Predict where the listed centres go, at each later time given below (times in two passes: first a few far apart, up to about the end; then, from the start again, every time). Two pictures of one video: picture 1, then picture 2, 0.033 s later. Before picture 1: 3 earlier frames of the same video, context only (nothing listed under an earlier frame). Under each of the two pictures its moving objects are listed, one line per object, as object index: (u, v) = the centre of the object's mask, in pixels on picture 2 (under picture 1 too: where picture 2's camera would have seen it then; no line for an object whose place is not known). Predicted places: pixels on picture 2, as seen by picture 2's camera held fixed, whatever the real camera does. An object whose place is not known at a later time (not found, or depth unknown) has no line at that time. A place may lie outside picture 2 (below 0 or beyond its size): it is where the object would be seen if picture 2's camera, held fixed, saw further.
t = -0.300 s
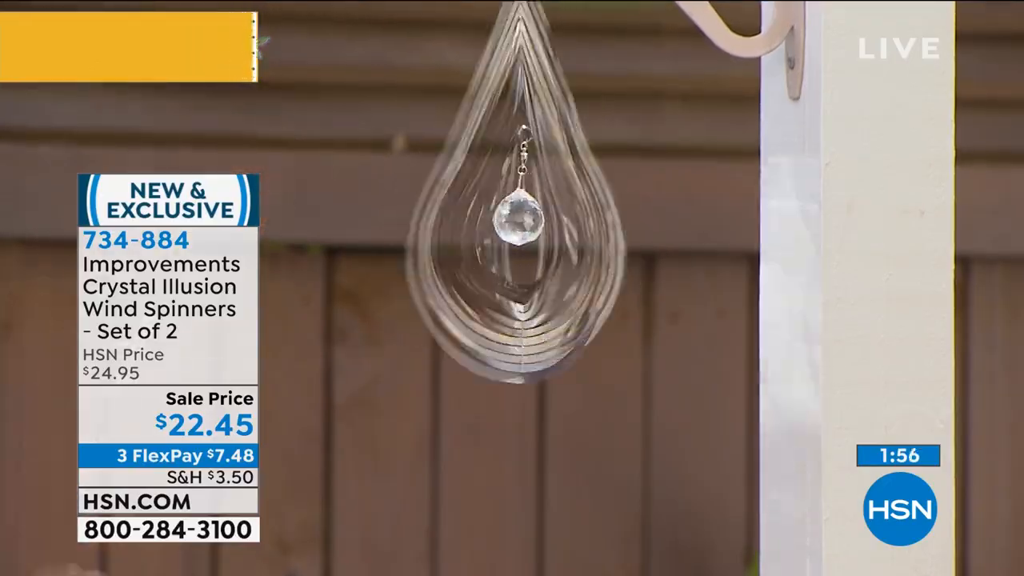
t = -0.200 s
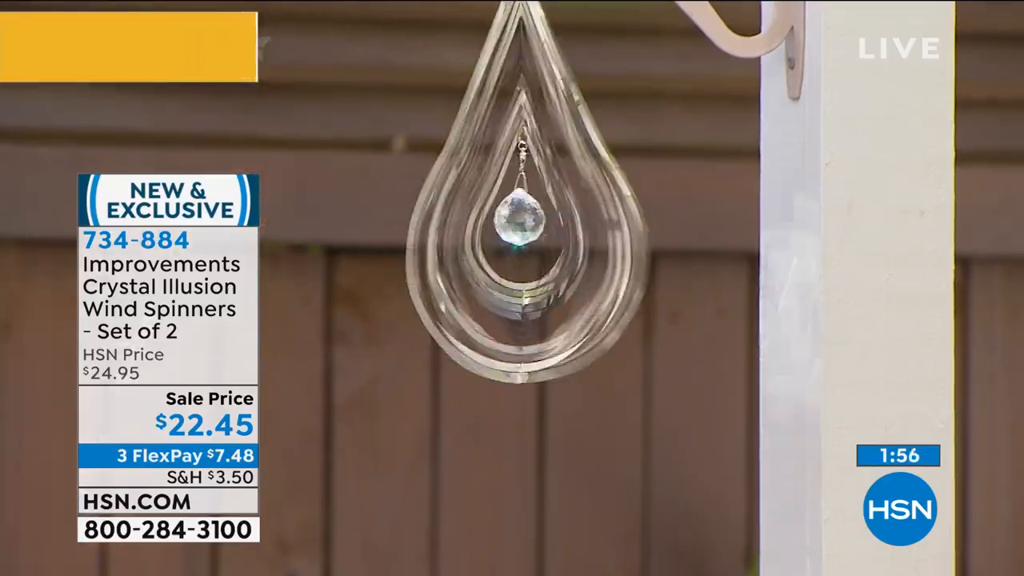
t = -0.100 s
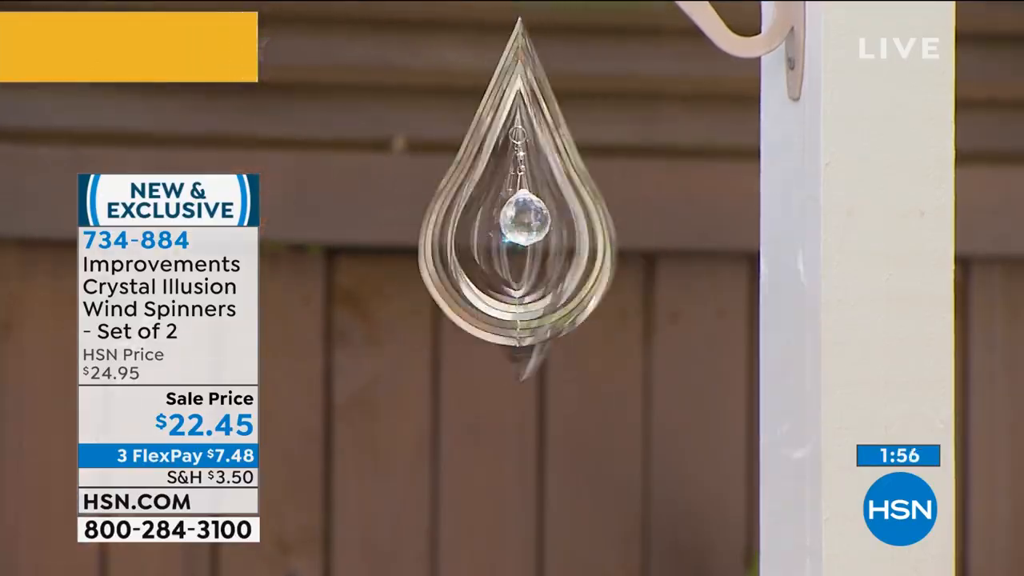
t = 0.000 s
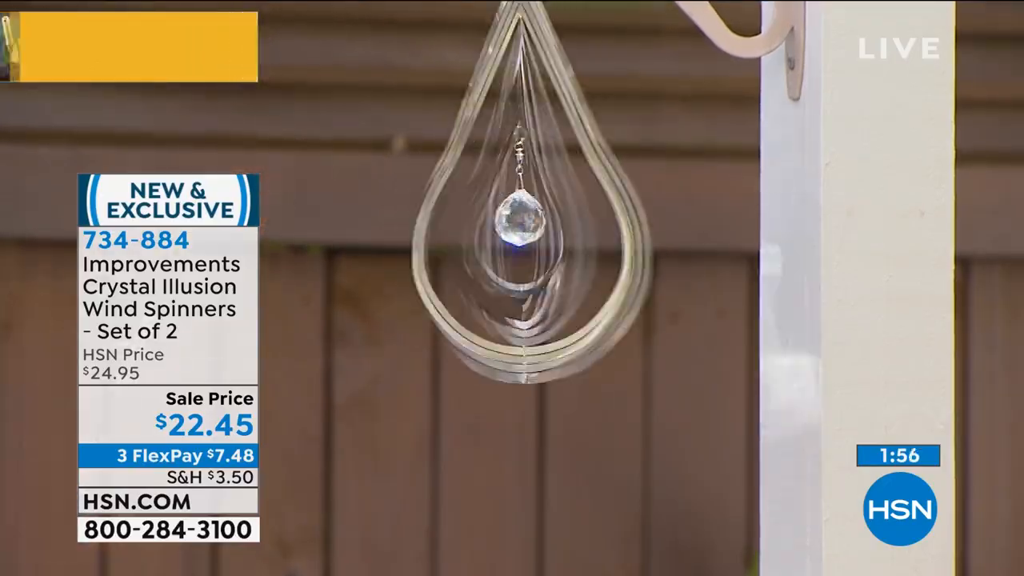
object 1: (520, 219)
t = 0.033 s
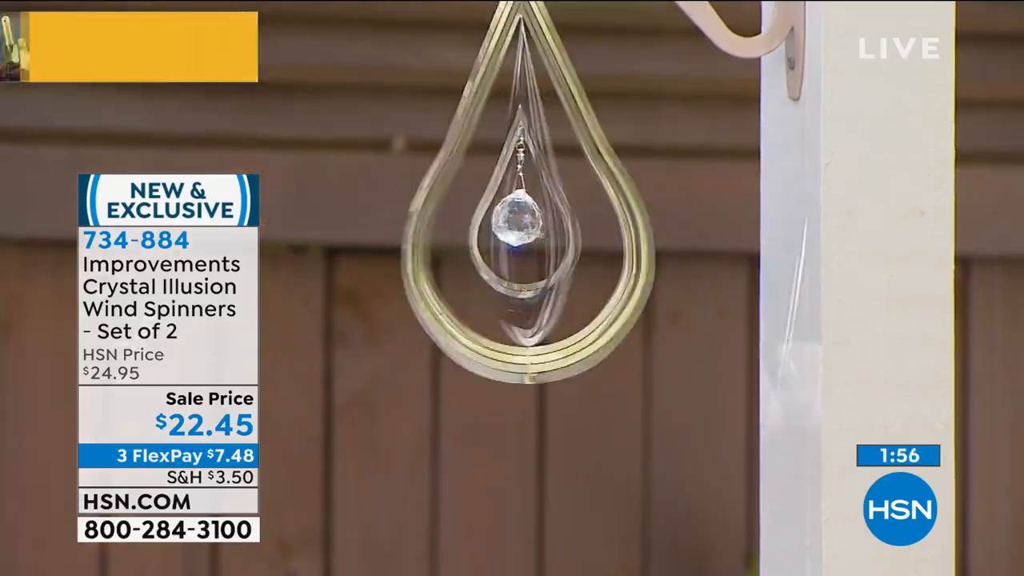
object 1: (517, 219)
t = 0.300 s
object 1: (530, 217)
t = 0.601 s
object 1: (510, 220)
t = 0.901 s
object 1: (520, 221)
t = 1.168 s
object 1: (526, 221)
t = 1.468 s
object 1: (521, 220)
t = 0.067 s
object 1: (515, 218)
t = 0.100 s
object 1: (514, 218)
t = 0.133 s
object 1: (515, 218)
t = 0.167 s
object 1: (518, 218)
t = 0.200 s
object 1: (522, 217)
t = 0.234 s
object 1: (526, 217)
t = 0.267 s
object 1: (529, 217)
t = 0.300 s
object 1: (530, 217)
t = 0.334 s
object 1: (529, 217)
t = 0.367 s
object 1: (525, 219)
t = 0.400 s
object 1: (521, 219)
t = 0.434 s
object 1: (516, 218)
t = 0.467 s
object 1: (511, 219)
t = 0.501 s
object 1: (507, 218)
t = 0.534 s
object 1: (506, 219)
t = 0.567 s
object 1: (507, 219)
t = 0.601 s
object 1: (510, 220)
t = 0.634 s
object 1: (515, 220)
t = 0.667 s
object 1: (519, 220)
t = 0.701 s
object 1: (523, 221)
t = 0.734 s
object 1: (525, 221)
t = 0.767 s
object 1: (525, 221)
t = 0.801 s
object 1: (524, 221)
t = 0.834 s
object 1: (522, 221)
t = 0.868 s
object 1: (520, 221)
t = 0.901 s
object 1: (520, 221)
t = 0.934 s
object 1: (520, 221)
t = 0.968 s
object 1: (522, 221)
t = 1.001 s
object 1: (525, 221)
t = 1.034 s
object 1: (527, 221)
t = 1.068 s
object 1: (529, 221)
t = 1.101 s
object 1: (530, 221)
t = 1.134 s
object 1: (529, 221)
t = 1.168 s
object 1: (526, 221)
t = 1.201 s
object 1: (522, 221)
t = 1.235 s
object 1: (518, 221)
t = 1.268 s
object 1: (514, 220)
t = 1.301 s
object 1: (511, 220)
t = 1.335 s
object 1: (511, 219)
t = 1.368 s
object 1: (512, 219)
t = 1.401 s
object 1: (515, 219)
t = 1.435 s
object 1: (519, 219)
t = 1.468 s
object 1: (521, 220)
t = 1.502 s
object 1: (523, 220)
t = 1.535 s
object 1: (523, 221)
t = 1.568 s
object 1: (523, 221)
